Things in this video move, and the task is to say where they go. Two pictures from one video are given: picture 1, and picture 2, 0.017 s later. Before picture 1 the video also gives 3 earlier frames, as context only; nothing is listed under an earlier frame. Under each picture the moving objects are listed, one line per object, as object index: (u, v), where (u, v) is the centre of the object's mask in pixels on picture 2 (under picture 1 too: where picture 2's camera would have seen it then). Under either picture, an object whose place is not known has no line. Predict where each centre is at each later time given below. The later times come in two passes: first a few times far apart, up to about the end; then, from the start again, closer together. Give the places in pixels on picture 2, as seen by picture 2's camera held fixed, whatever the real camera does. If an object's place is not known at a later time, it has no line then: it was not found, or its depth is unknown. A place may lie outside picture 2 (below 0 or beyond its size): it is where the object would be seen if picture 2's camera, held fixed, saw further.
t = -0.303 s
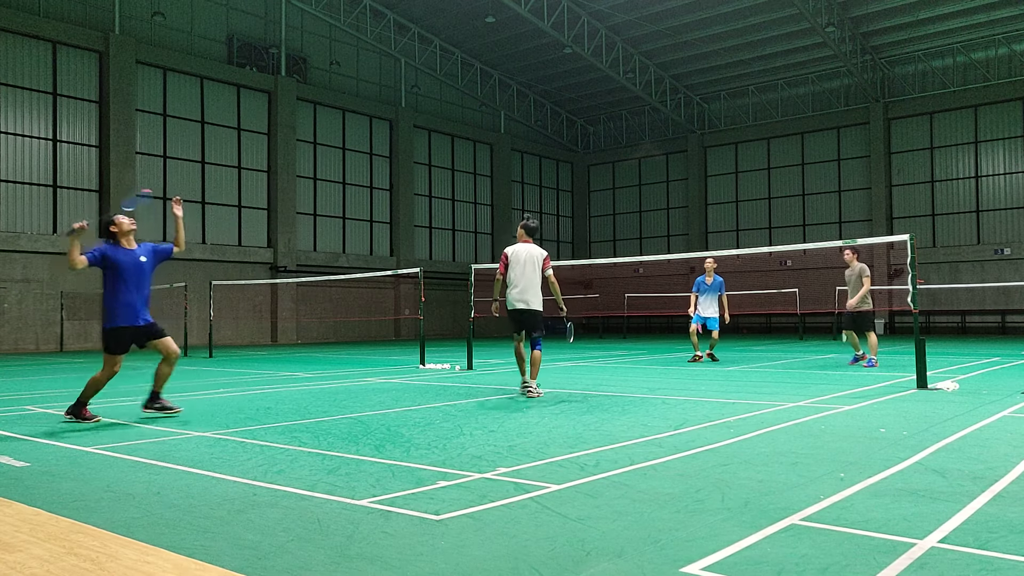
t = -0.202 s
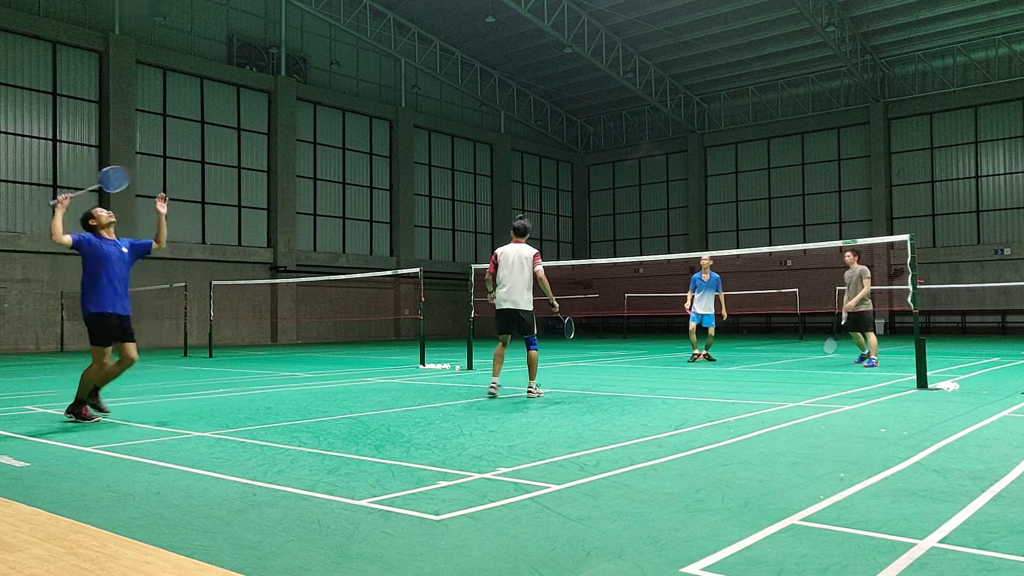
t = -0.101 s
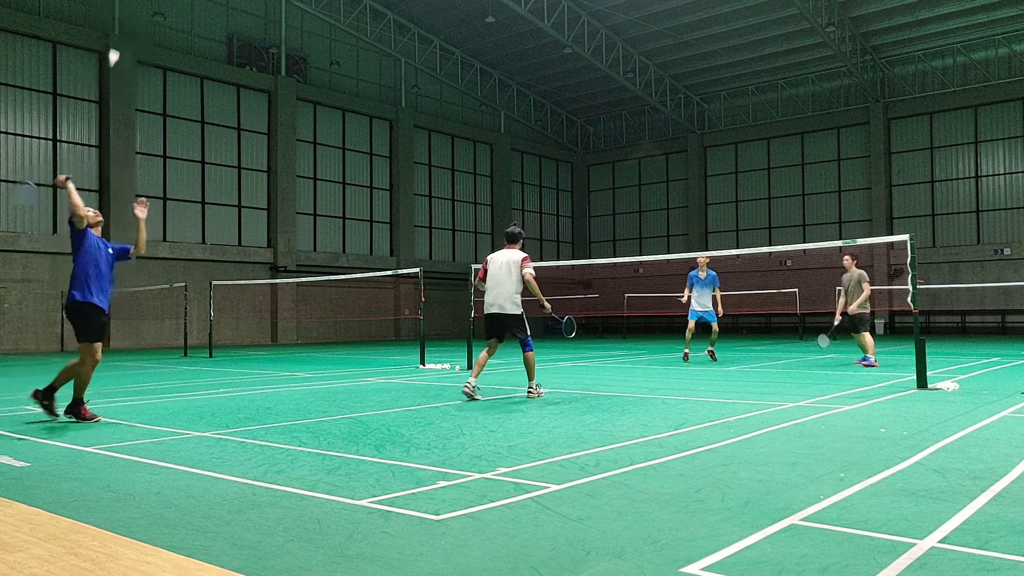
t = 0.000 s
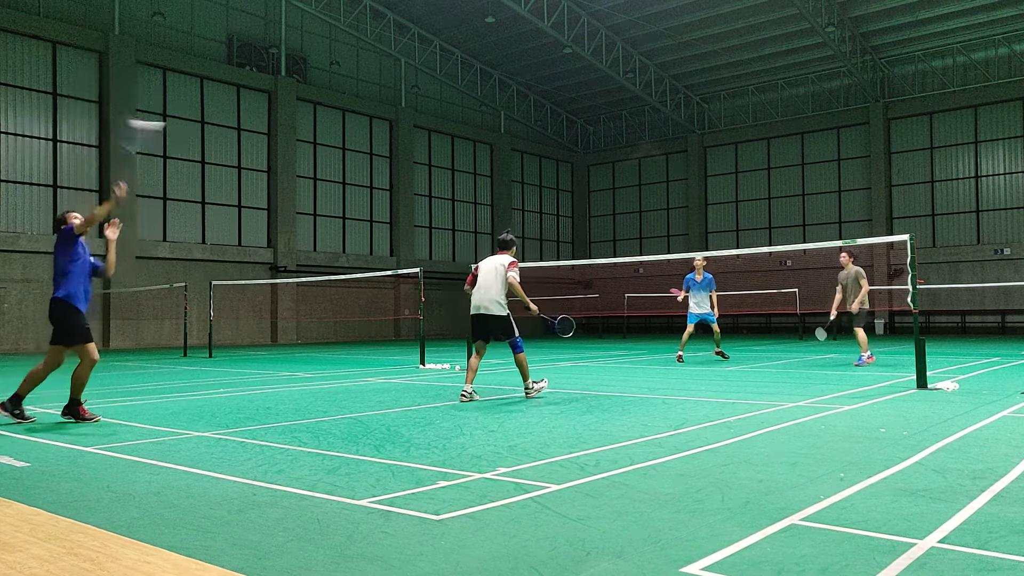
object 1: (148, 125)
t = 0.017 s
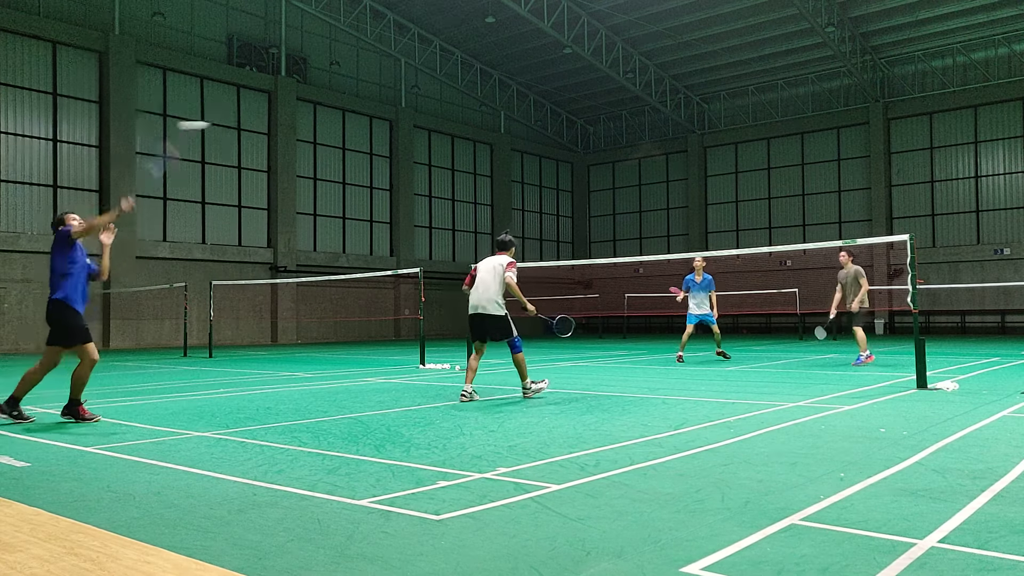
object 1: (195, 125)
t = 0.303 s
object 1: (517, 145)
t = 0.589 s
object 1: (624, 201)
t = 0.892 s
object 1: (685, 284)
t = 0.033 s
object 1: (234, 125)
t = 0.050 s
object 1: (268, 124)
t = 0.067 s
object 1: (297, 123)
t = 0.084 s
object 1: (323, 123)
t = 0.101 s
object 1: (347, 123)
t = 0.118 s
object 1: (369, 124)
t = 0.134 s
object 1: (388, 126)
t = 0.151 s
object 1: (406, 127)
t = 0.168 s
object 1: (421, 129)
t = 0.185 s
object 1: (436, 130)
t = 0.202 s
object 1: (451, 132)
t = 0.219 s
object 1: (463, 134)
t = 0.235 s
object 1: (475, 136)
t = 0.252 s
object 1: (486, 138)
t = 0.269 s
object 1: (497, 140)
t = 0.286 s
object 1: (507, 142)
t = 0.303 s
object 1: (517, 145)
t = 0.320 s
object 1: (525, 148)
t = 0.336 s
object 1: (534, 150)
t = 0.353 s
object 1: (542, 153)
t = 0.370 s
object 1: (549, 156)
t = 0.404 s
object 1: (563, 162)
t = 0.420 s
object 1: (570, 165)
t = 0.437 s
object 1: (576, 168)
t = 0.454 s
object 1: (583, 171)
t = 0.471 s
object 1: (588, 175)
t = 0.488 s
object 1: (594, 178)
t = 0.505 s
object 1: (599, 182)
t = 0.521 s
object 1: (604, 185)
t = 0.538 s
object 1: (610, 189)
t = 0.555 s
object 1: (614, 193)
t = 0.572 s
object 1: (619, 197)
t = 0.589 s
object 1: (624, 201)
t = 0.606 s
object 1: (628, 205)
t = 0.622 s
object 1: (632, 209)
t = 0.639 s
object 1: (637, 213)
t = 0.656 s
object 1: (641, 217)
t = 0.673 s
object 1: (645, 222)
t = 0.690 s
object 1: (648, 226)
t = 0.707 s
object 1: (652, 231)
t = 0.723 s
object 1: (655, 235)
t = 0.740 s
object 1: (658, 240)
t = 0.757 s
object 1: (662, 245)
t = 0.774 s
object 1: (665, 249)
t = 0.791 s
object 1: (667, 253)
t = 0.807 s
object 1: (671, 260)
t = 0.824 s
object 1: (674, 264)
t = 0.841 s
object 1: (677, 269)
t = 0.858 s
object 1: (680, 274)
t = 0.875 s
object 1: (683, 279)
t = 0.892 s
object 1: (685, 284)
